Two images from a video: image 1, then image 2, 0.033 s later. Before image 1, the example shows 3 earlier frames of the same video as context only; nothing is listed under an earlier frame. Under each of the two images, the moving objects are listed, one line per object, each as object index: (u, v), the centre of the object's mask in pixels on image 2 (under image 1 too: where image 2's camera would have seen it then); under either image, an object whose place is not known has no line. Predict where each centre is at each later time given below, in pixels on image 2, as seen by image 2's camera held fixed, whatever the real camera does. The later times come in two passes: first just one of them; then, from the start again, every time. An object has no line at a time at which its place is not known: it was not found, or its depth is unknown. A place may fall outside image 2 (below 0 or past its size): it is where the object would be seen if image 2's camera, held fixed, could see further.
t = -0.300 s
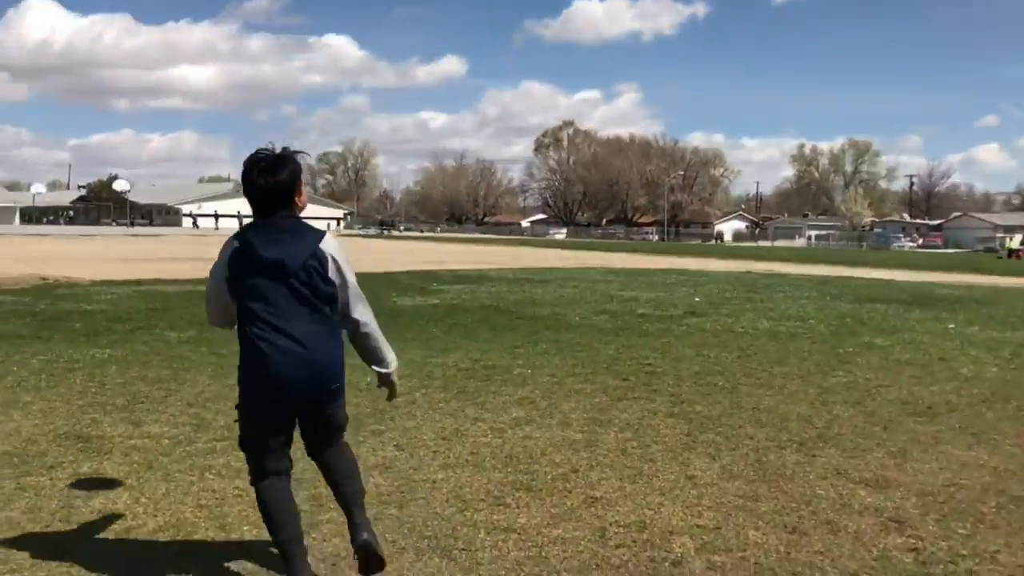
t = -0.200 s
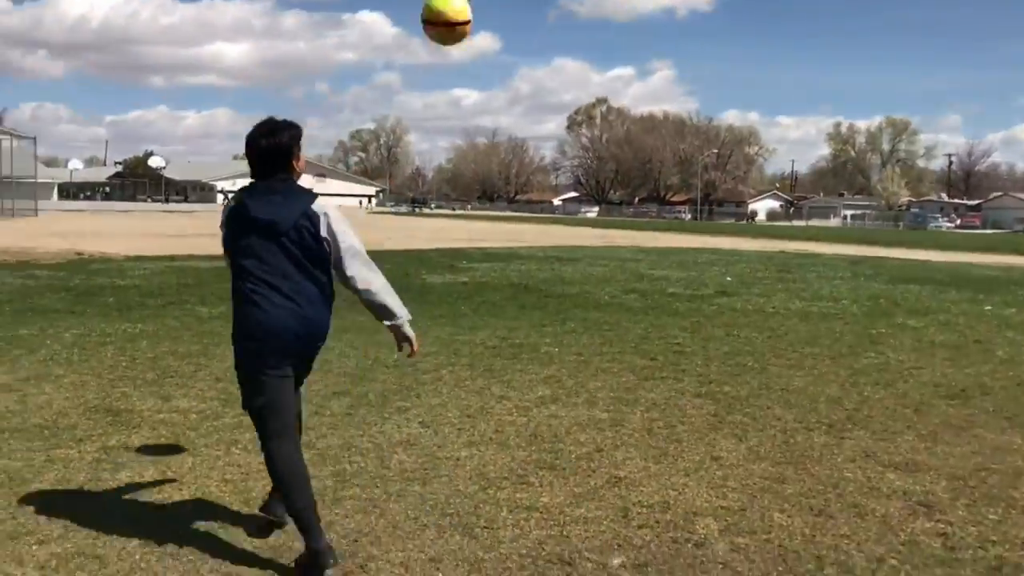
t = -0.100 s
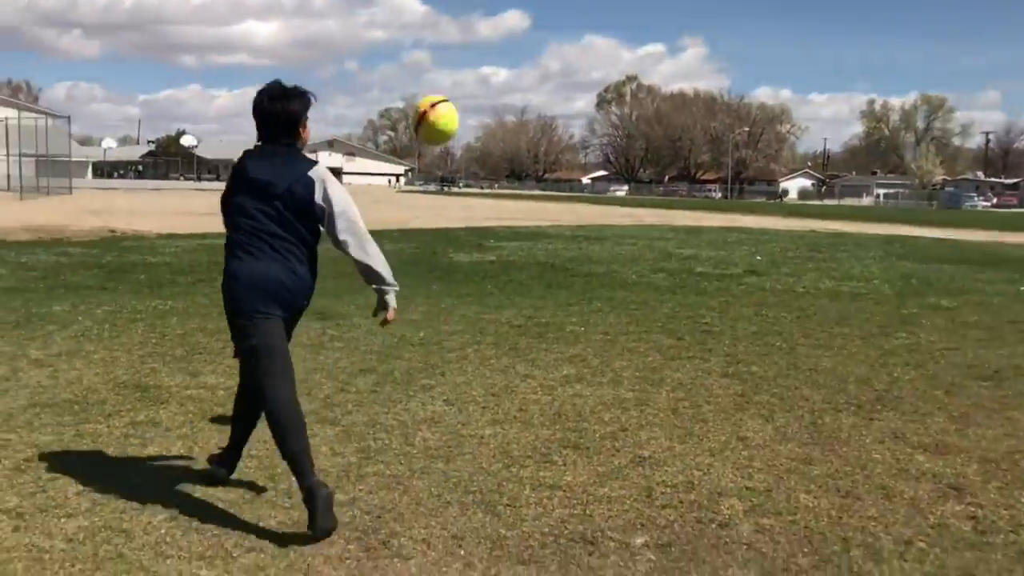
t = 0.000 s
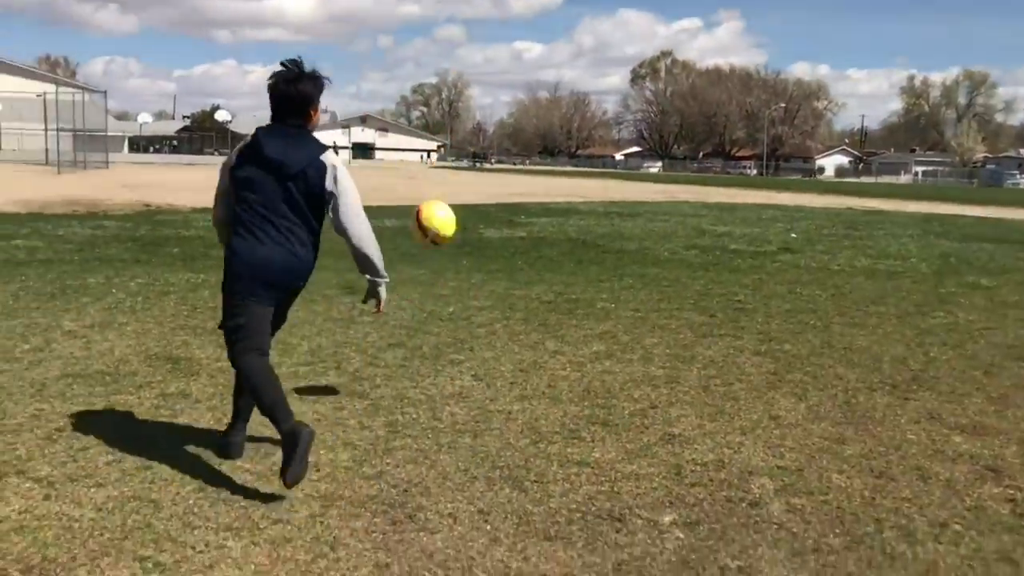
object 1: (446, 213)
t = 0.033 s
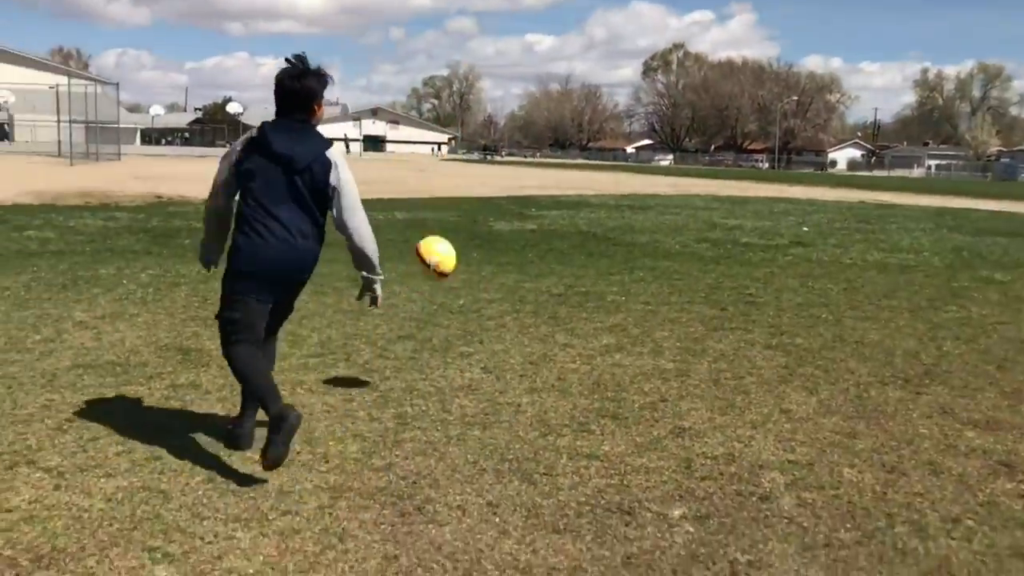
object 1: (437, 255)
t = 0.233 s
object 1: (391, 255)
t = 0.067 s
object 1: (427, 297)
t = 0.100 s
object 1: (418, 341)
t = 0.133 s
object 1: (410, 359)
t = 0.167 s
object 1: (405, 321)
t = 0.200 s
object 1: (397, 288)
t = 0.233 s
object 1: (391, 255)
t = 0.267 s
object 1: (386, 224)
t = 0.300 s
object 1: (379, 198)
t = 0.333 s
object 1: (374, 174)
